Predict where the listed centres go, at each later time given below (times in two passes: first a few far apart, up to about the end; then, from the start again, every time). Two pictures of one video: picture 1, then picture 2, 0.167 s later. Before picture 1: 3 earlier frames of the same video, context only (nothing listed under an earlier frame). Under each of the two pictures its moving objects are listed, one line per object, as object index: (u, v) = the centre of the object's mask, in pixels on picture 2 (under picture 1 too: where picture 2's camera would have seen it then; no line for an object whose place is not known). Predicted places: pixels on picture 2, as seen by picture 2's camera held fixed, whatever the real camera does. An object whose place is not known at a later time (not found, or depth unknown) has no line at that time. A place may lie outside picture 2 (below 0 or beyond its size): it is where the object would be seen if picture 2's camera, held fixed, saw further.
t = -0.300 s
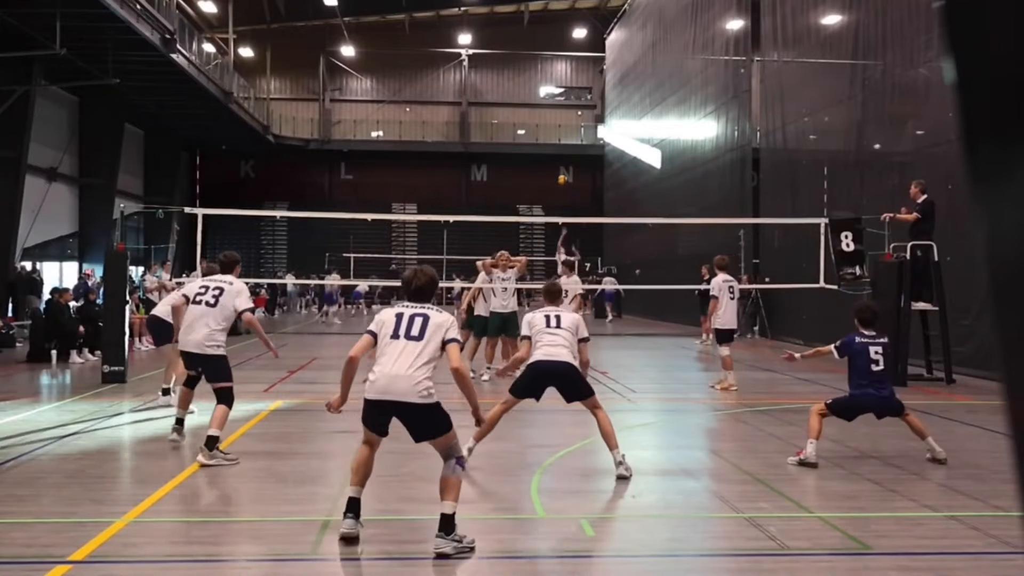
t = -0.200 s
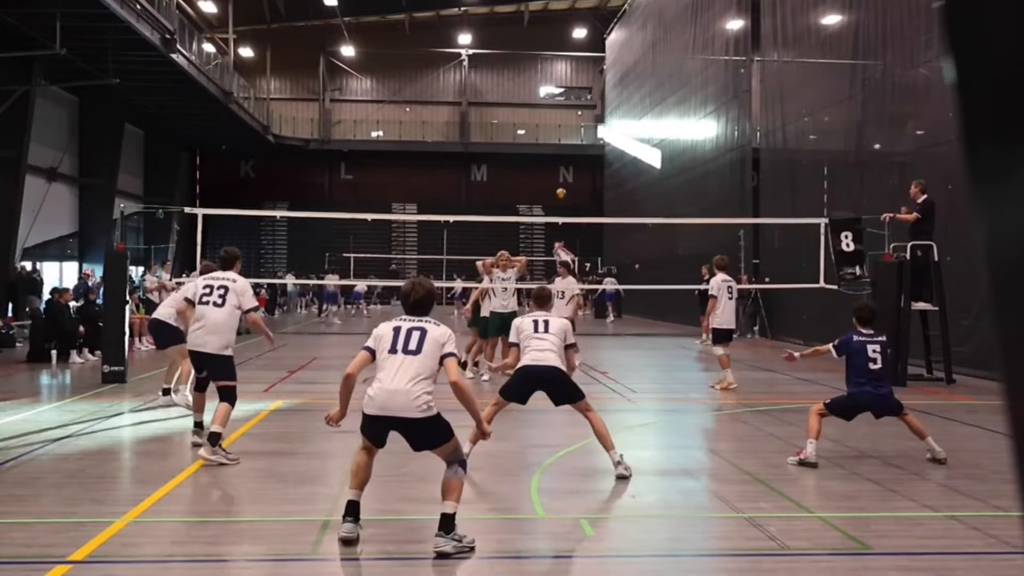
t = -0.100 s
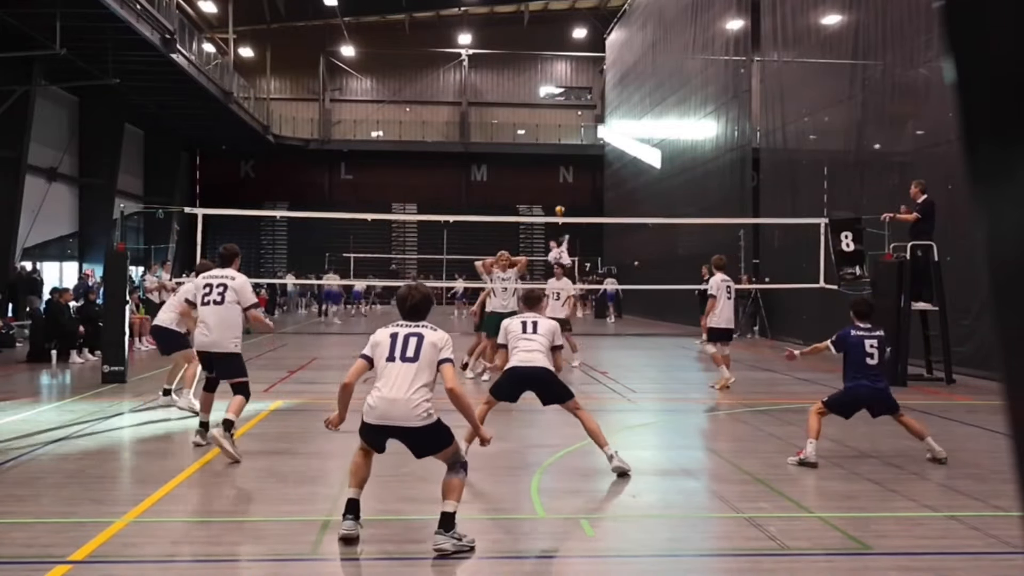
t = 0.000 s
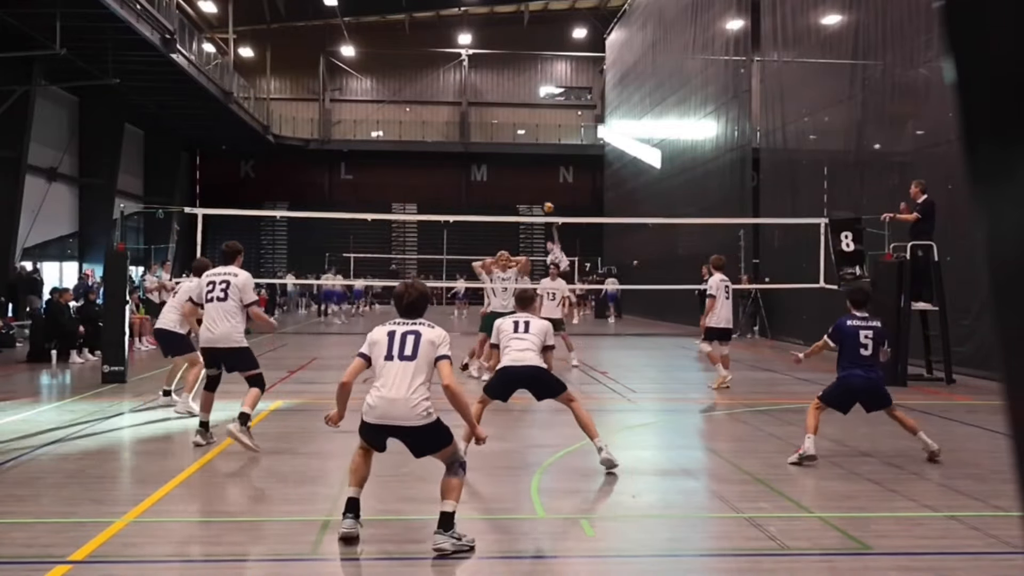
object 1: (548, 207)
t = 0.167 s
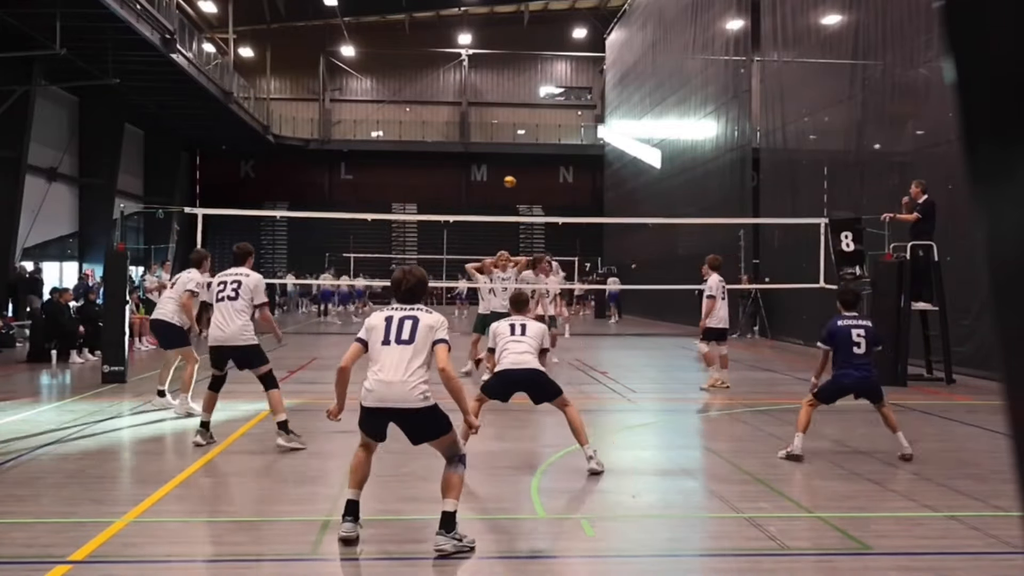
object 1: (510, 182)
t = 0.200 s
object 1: (500, 179)
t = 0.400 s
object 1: (427, 178)
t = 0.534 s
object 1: (355, 204)
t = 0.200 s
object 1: (500, 179)
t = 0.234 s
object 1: (490, 176)
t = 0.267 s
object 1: (479, 175)
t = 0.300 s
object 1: (468, 173)
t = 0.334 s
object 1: (456, 175)
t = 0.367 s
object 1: (442, 176)
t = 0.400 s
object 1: (427, 178)
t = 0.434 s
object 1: (411, 183)
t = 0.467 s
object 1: (394, 188)
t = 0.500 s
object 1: (375, 195)
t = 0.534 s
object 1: (355, 204)
